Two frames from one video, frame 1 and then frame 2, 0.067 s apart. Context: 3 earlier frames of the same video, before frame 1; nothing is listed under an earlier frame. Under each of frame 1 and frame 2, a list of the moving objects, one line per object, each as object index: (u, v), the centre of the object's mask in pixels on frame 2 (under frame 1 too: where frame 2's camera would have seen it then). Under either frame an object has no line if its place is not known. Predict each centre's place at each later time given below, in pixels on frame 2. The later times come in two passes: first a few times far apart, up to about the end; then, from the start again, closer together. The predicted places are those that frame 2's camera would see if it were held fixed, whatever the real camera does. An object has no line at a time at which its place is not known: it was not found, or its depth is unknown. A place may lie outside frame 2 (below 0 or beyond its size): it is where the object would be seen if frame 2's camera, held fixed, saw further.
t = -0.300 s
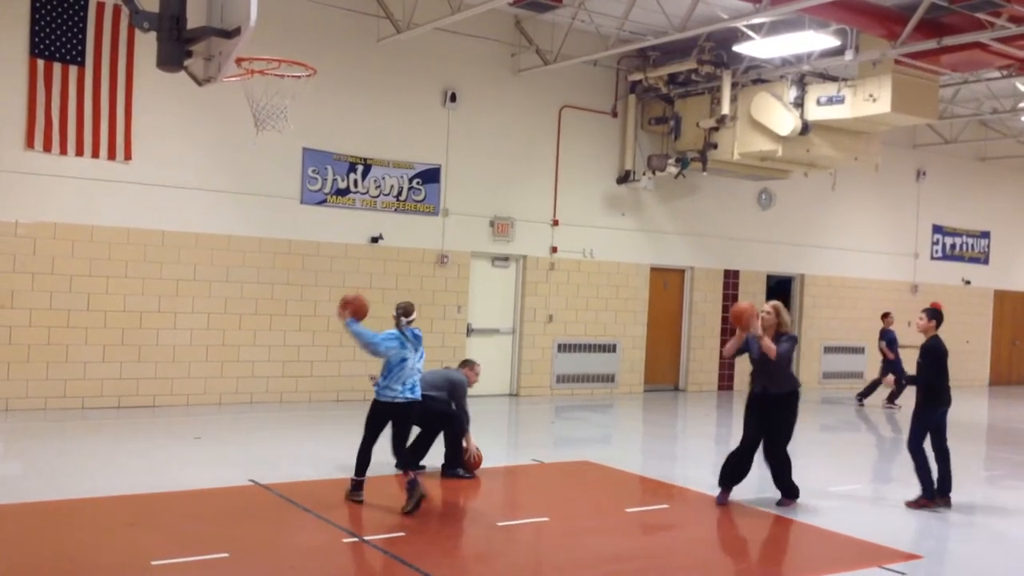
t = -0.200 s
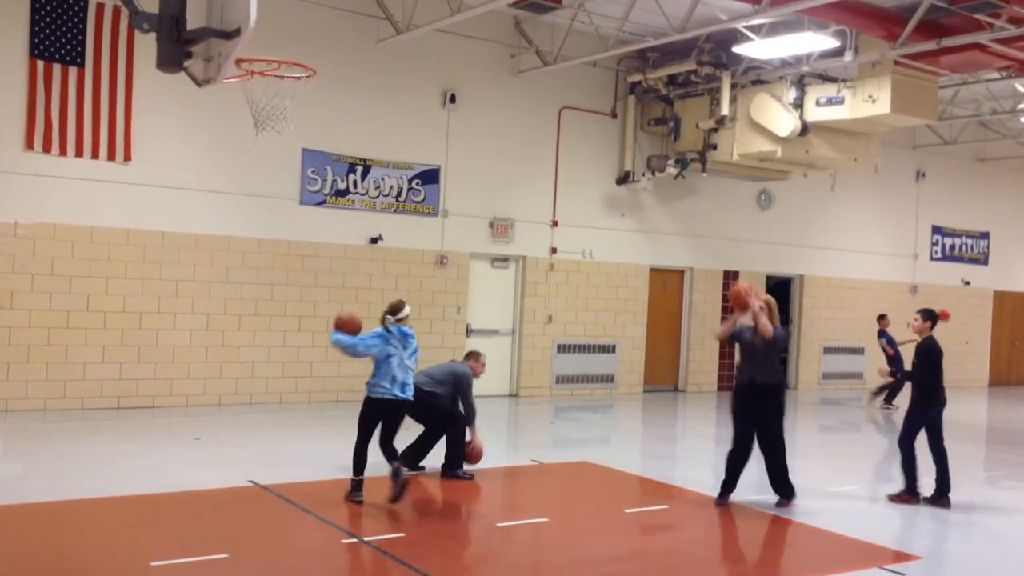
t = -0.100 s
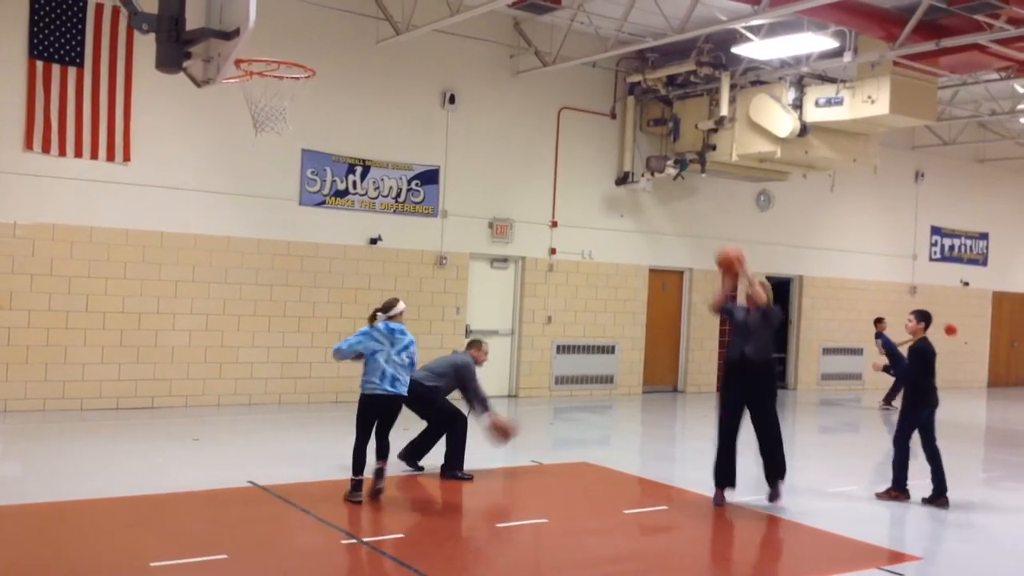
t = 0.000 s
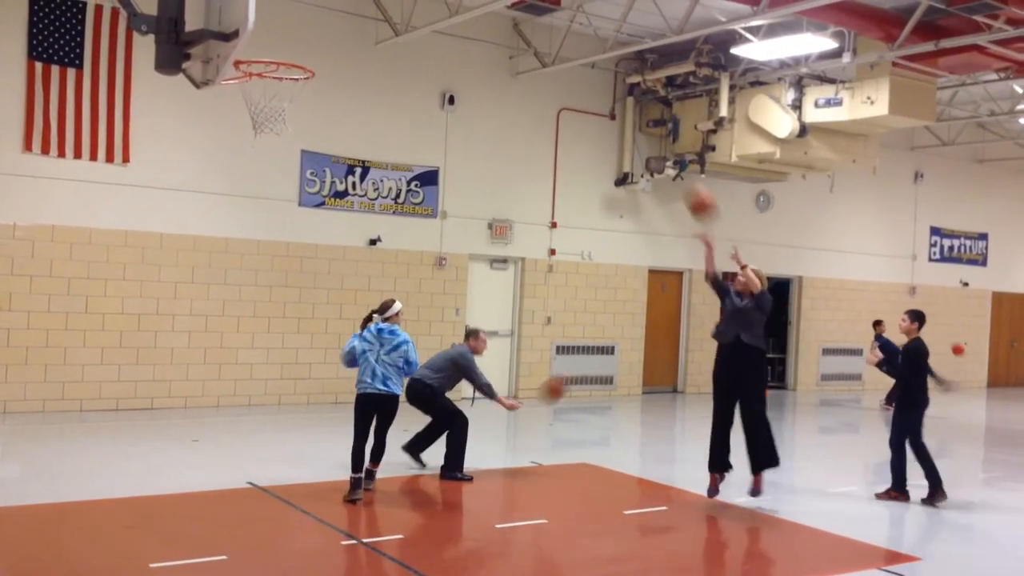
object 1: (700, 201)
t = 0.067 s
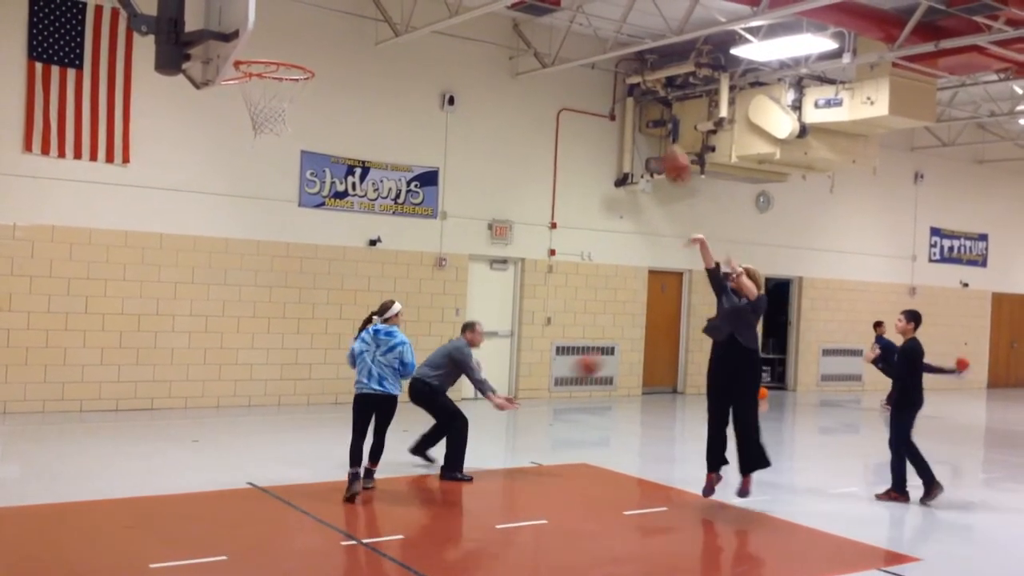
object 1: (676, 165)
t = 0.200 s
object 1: (620, 100)
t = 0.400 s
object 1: (525, 34)
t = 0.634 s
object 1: (394, 16)
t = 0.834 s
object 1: (260, 61)
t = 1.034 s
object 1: (303, 98)
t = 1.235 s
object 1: (267, 121)
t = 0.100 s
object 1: (661, 146)
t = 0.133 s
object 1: (649, 129)
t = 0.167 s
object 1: (635, 114)
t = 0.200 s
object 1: (620, 100)
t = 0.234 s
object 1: (606, 86)
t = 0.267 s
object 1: (590, 74)
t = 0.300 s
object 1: (575, 62)
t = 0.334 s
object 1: (560, 51)
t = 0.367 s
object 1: (542, 42)
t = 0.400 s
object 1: (525, 34)
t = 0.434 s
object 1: (507, 28)
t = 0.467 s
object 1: (489, 21)
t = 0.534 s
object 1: (451, 15)
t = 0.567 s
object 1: (432, 15)
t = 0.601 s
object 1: (414, 15)
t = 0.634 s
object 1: (394, 16)
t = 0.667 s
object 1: (372, 19)
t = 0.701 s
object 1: (349, 23)
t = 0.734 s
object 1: (328, 30)
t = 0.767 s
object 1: (307, 38)
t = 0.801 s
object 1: (284, 47)
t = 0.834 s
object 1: (260, 61)
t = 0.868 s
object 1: (265, 78)
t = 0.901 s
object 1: (286, 91)
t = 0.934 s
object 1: (303, 97)
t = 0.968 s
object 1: (309, 96)
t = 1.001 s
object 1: (306, 97)
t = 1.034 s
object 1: (303, 98)
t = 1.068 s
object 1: (299, 100)
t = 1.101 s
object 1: (293, 103)
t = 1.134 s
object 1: (287, 106)
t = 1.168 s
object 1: (279, 110)
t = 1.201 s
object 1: (273, 114)
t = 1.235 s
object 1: (267, 121)
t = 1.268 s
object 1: (263, 128)
